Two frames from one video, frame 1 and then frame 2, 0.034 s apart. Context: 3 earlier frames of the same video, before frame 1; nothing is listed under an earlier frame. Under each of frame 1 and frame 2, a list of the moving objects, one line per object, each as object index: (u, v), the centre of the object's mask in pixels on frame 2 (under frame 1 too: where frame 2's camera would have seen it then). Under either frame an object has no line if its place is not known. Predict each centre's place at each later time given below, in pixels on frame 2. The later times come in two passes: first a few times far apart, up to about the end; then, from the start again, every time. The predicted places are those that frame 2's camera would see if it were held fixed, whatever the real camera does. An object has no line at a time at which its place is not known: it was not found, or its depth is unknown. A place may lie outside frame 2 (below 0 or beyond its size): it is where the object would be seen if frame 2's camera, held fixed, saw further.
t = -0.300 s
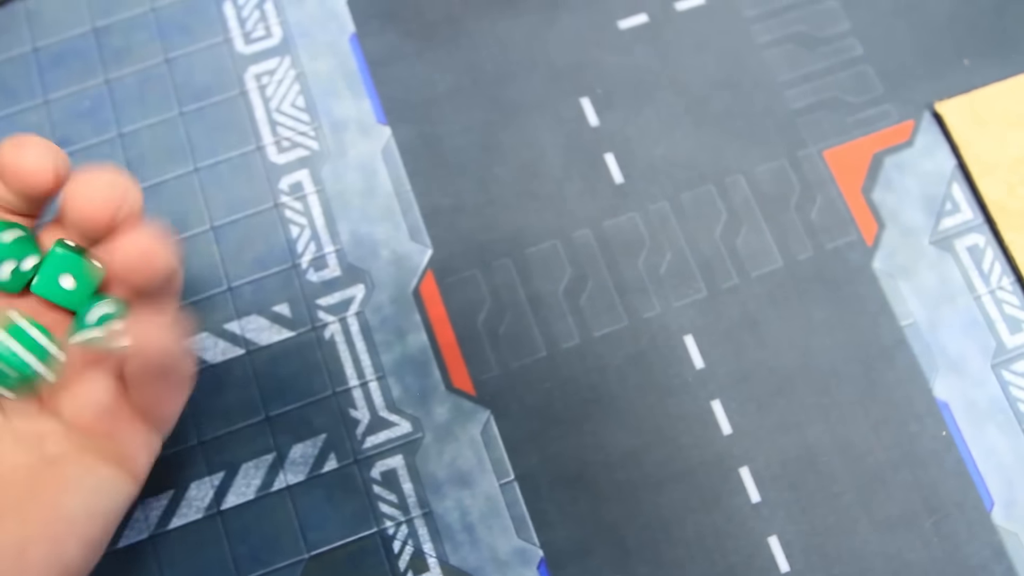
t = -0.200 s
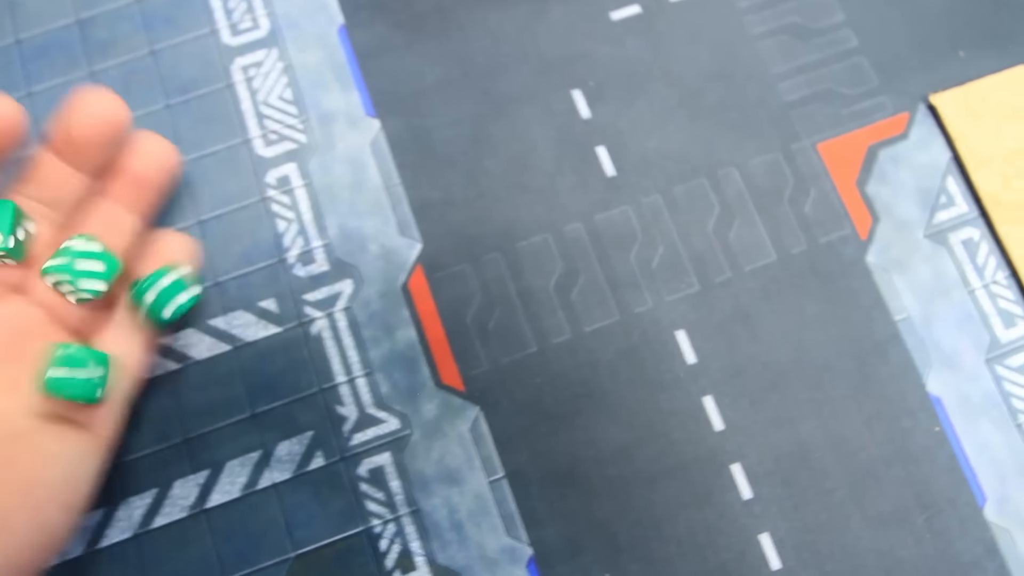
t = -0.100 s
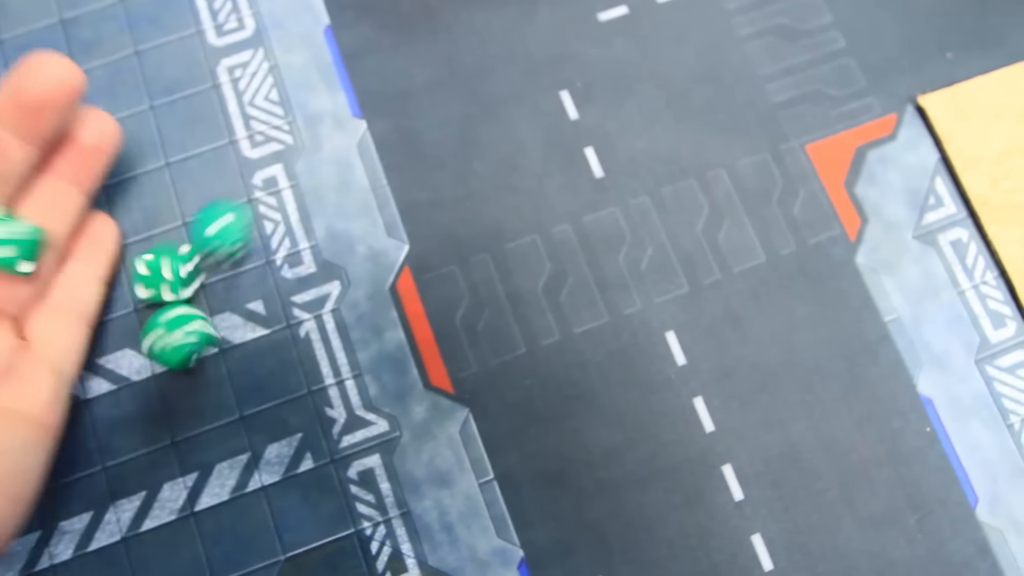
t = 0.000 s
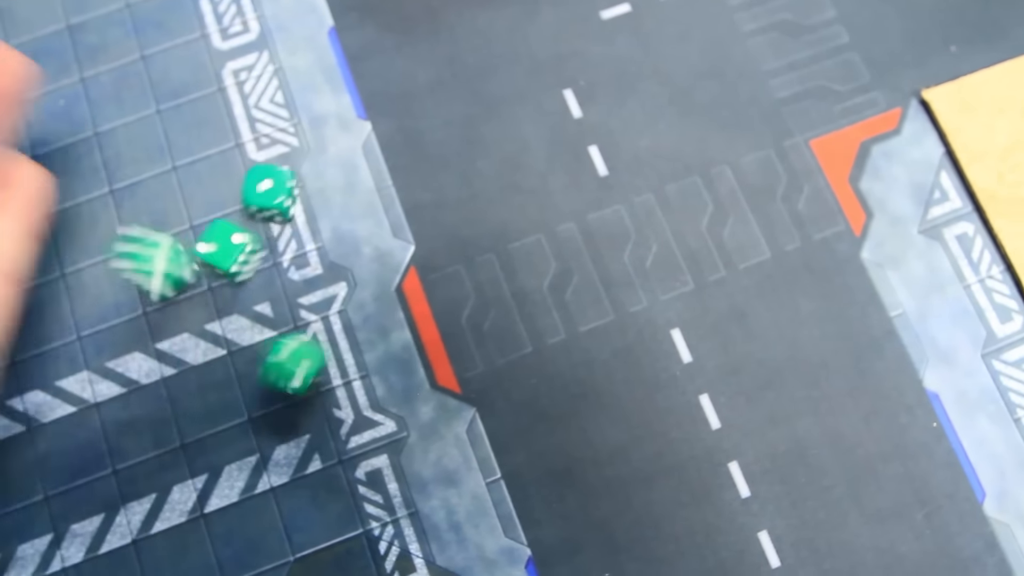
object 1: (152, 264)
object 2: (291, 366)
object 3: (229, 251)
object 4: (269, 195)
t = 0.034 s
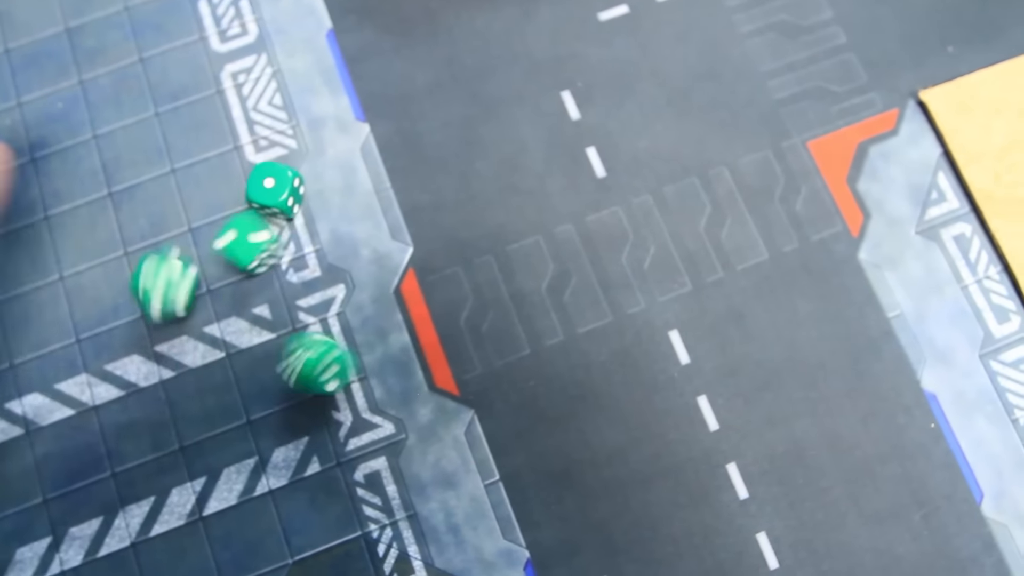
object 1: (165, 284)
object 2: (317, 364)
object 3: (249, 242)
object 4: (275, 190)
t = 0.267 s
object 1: (167, 420)
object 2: (435, 259)
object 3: (272, 238)
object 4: (280, 181)
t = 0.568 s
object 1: (177, 415)
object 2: (442, 238)
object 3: (271, 238)
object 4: (280, 181)
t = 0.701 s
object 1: (177, 416)
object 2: (442, 239)
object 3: (271, 239)
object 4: (280, 182)
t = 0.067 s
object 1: (164, 310)
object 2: (345, 354)
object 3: (266, 238)
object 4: (278, 185)
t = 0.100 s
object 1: (159, 335)
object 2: (363, 341)
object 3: (271, 237)
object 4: (280, 180)
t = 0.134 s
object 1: (157, 365)
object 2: (386, 327)
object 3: (272, 237)
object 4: (280, 180)
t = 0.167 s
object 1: (157, 388)
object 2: (406, 312)
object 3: (272, 238)
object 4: (281, 180)
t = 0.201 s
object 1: (158, 403)
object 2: (422, 290)
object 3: (272, 238)
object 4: (280, 181)
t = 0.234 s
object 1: (162, 413)
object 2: (429, 273)
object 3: (272, 238)
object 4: (280, 181)
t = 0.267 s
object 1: (167, 420)
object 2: (435, 259)
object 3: (272, 238)
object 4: (280, 181)
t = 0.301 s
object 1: (174, 420)
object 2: (439, 246)
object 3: (272, 238)
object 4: (280, 181)
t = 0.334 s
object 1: (178, 418)
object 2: (441, 240)
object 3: (272, 238)
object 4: (280, 181)
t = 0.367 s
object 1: (177, 415)
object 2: (442, 238)
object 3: (272, 238)
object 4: (280, 181)
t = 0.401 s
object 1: (177, 415)
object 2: (443, 238)
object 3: (272, 238)
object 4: (280, 181)
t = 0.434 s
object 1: (176, 415)
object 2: (443, 238)
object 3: (272, 238)
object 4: (280, 181)
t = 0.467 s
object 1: (175, 415)
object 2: (442, 238)
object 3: (271, 238)
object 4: (280, 181)
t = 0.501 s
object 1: (176, 416)
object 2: (442, 238)
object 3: (271, 238)
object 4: (280, 181)
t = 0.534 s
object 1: (176, 415)
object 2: (442, 238)
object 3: (271, 238)
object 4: (280, 181)
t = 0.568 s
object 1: (177, 415)
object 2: (442, 238)
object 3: (271, 238)
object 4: (280, 181)
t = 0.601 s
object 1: (177, 415)
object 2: (442, 238)
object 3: (272, 238)
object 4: (280, 181)
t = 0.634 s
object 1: (177, 415)
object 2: (442, 239)
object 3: (272, 238)
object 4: (280, 182)
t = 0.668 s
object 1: (176, 416)
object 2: (442, 238)
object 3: (271, 239)
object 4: (280, 182)
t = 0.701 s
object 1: (177, 416)
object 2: (442, 239)
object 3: (271, 239)
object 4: (280, 182)
